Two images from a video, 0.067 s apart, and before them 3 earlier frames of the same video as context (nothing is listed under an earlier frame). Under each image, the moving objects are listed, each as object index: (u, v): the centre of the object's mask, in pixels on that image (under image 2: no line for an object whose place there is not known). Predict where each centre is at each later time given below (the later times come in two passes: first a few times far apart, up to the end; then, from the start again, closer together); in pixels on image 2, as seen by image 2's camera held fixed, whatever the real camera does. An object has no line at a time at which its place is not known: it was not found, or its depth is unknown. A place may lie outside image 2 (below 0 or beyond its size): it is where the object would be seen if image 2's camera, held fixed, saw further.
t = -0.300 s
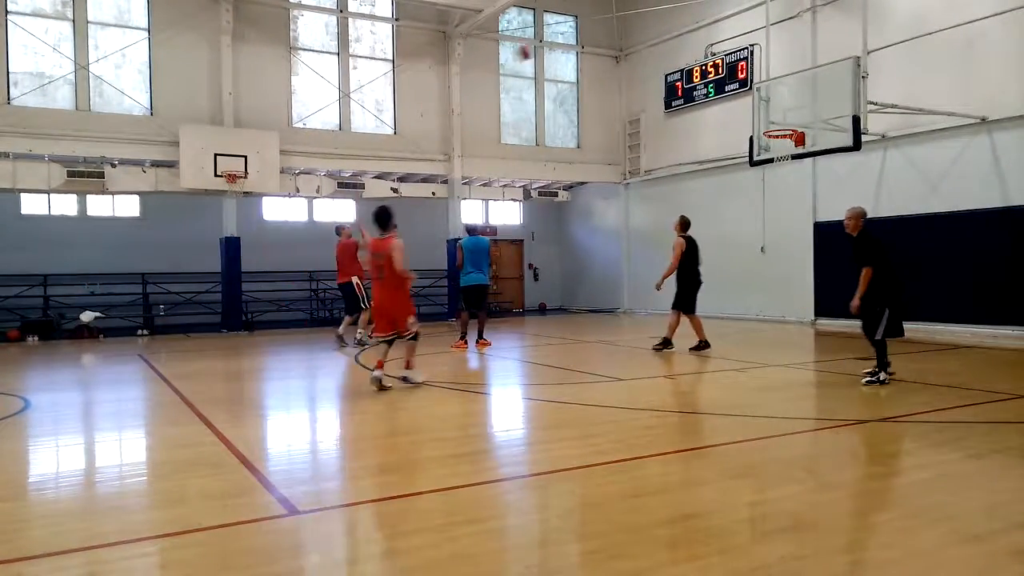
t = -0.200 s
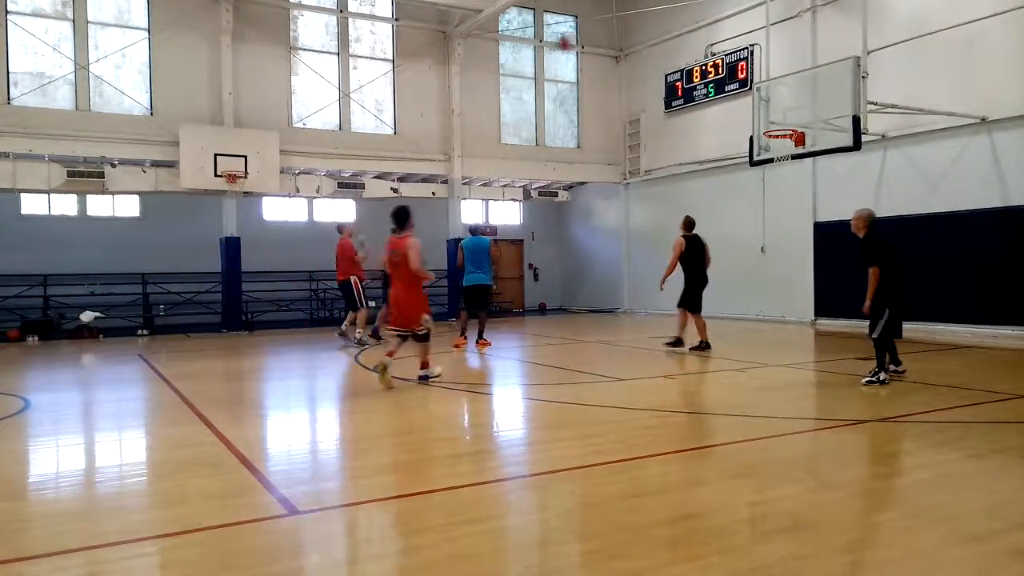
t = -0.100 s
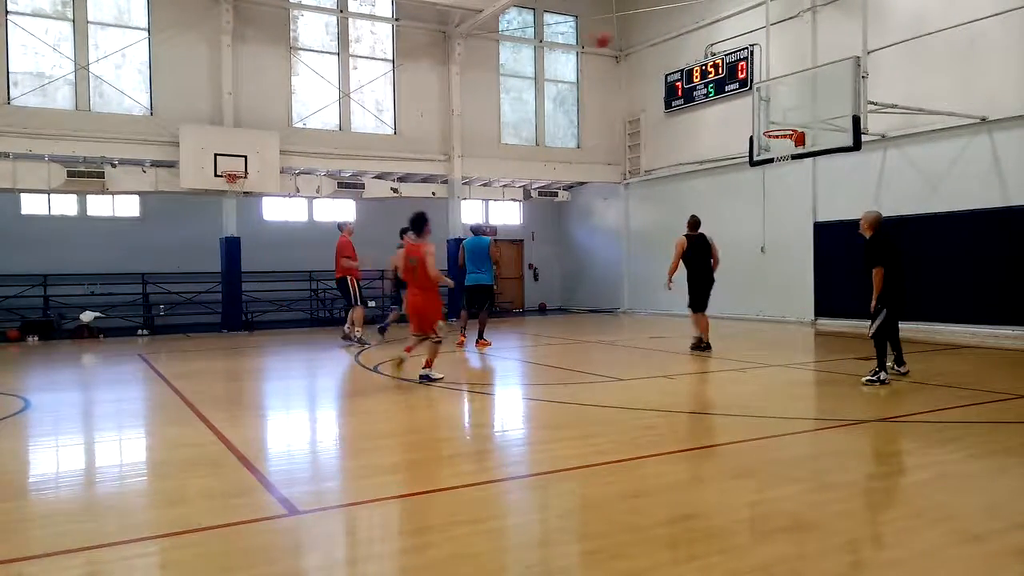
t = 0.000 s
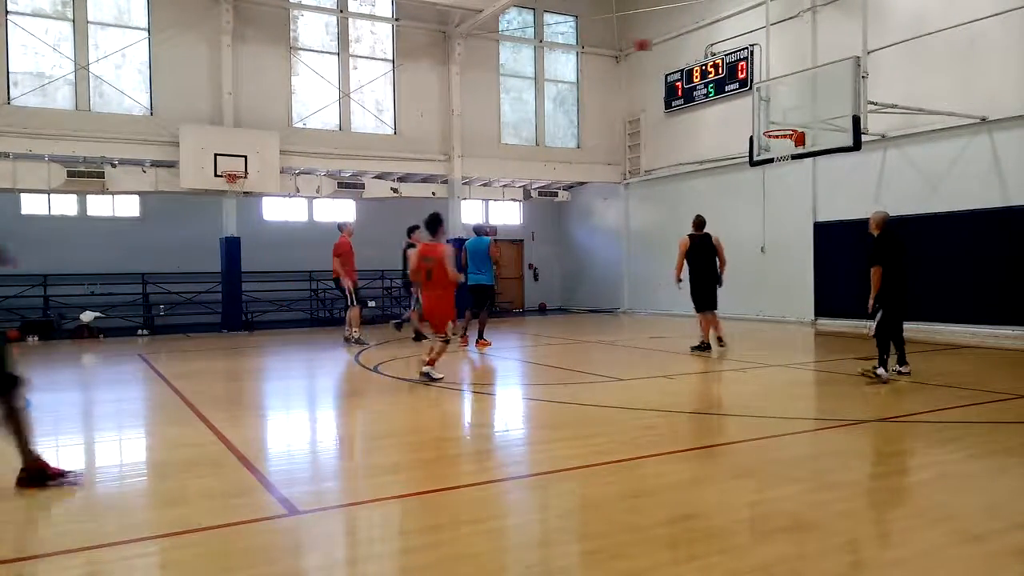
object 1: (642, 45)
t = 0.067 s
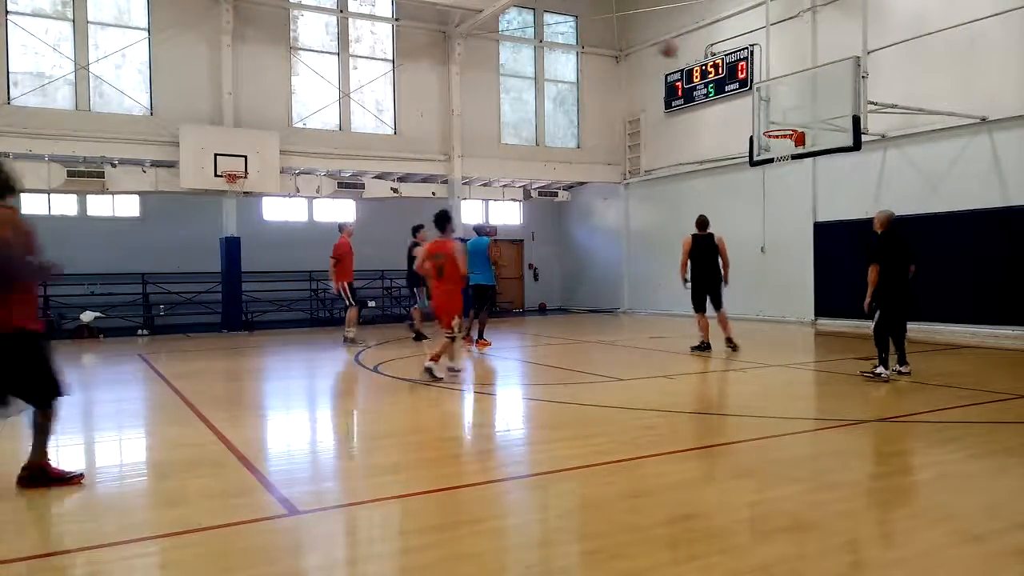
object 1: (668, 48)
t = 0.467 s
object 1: (799, 102)
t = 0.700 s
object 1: (812, 33)
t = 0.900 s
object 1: (823, 5)
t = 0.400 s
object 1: (795, 122)
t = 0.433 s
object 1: (798, 115)
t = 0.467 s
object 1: (799, 102)
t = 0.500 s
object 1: (801, 90)
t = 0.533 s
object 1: (802, 78)
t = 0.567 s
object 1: (806, 67)
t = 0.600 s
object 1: (807, 58)
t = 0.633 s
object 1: (809, 48)
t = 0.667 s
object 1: (810, 41)
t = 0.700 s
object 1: (812, 33)
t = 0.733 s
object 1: (814, 27)
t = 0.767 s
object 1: (816, 20)
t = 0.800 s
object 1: (818, 15)
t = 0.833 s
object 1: (820, 11)
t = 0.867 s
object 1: (821, 7)
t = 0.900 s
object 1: (823, 5)
